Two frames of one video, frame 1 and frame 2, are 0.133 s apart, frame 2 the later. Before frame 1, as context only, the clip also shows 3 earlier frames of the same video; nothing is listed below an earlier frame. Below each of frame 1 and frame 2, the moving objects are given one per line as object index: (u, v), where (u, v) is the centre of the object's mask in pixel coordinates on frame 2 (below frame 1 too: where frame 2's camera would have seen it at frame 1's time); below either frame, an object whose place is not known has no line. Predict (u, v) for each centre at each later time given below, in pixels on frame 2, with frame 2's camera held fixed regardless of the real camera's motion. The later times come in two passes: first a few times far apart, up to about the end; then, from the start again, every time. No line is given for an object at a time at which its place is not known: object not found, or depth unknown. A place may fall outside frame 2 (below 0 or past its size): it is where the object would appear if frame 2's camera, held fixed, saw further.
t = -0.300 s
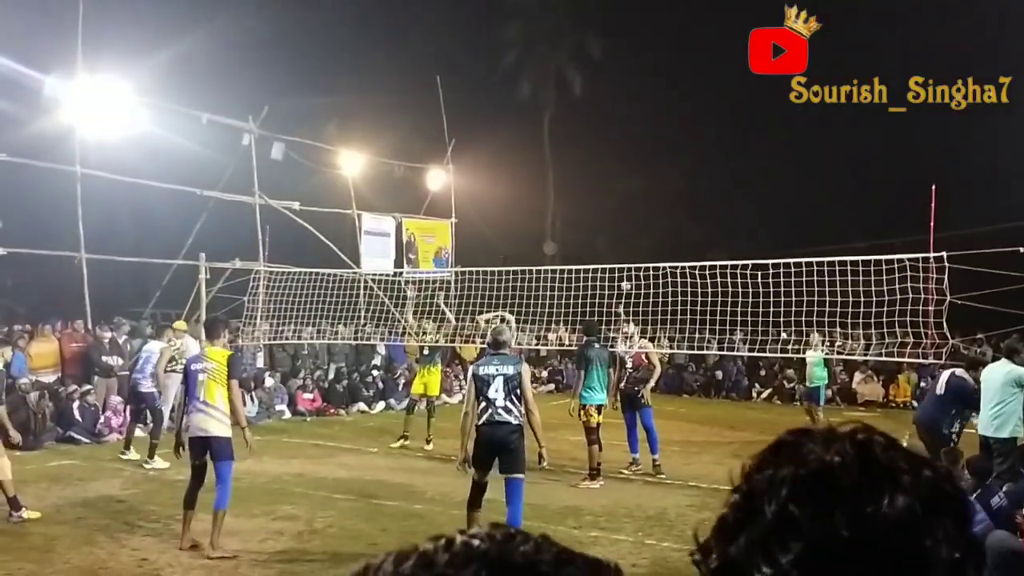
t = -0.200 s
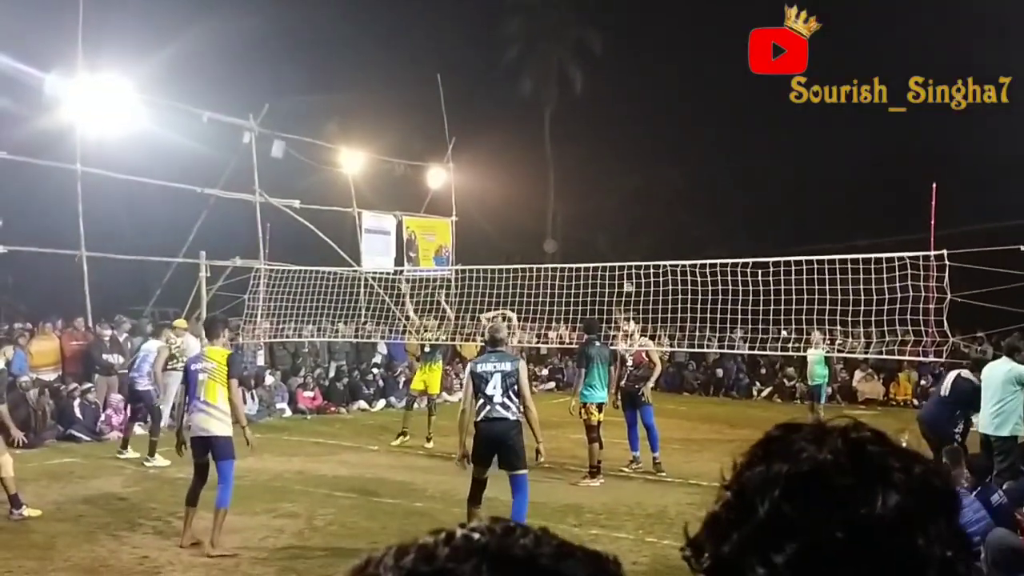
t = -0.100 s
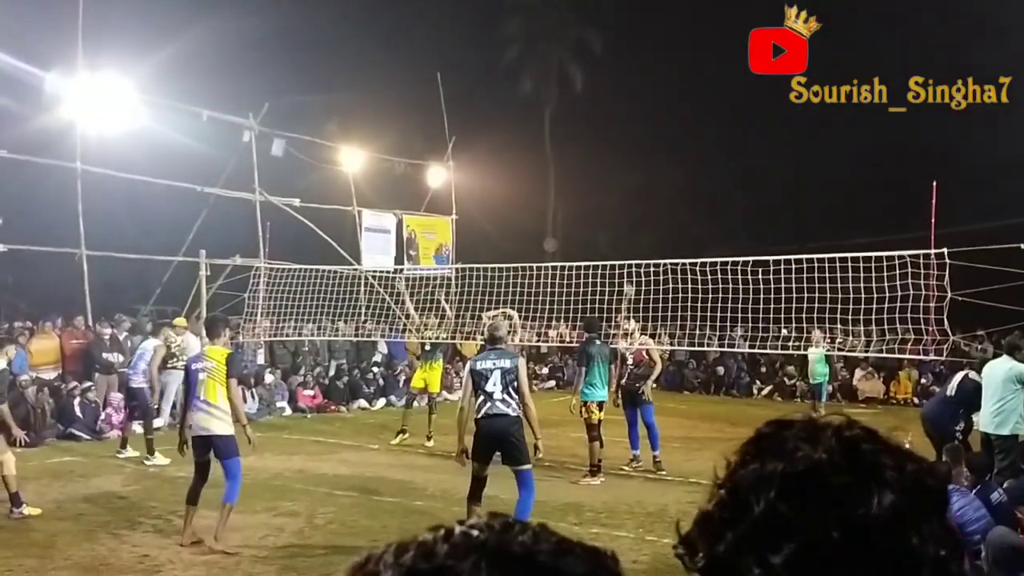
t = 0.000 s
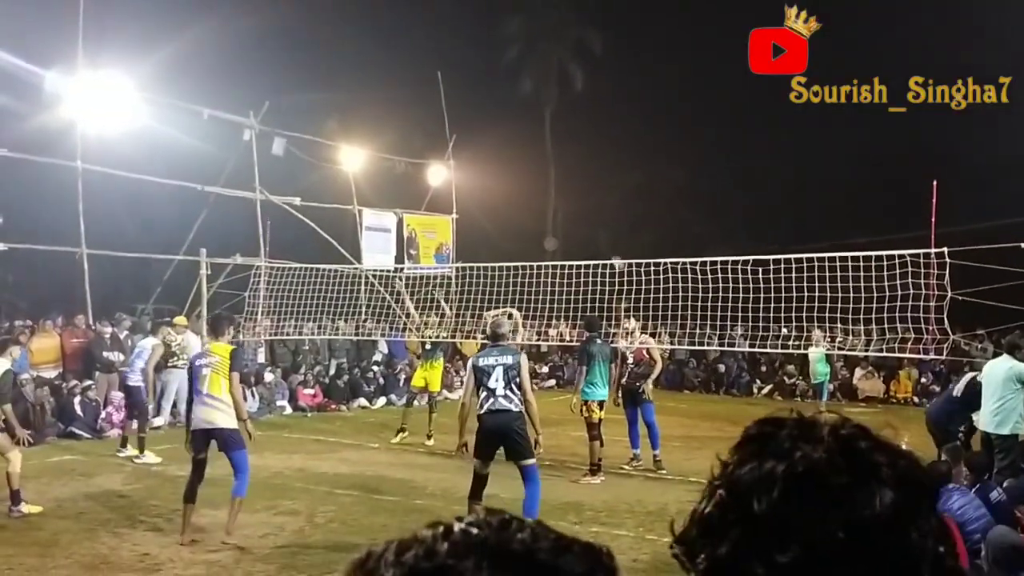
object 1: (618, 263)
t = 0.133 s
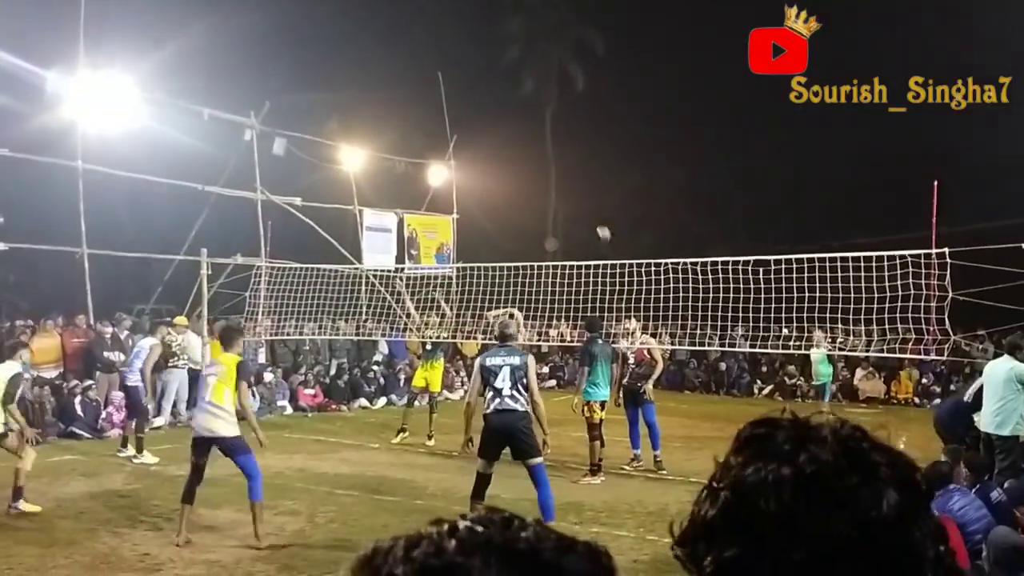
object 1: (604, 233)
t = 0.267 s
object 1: (588, 207)
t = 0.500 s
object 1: (551, 177)
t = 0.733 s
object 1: (497, 180)
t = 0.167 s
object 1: (600, 226)
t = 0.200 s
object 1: (596, 219)
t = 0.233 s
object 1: (592, 213)
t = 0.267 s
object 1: (588, 207)
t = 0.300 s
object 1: (583, 201)
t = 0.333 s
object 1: (579, 196)
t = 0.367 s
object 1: (574, 191)
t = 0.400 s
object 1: (570, 187)
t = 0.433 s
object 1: (564, 183)
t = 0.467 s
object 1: (558, 180)
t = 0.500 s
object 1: (551, 177)
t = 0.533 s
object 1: (545, 175)
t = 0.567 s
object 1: (538, 175)
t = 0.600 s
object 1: (531, 175)
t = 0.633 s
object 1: (523, 175)
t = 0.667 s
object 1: (515, 175)
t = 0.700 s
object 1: (506, 178)
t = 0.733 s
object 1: (497, 180)
